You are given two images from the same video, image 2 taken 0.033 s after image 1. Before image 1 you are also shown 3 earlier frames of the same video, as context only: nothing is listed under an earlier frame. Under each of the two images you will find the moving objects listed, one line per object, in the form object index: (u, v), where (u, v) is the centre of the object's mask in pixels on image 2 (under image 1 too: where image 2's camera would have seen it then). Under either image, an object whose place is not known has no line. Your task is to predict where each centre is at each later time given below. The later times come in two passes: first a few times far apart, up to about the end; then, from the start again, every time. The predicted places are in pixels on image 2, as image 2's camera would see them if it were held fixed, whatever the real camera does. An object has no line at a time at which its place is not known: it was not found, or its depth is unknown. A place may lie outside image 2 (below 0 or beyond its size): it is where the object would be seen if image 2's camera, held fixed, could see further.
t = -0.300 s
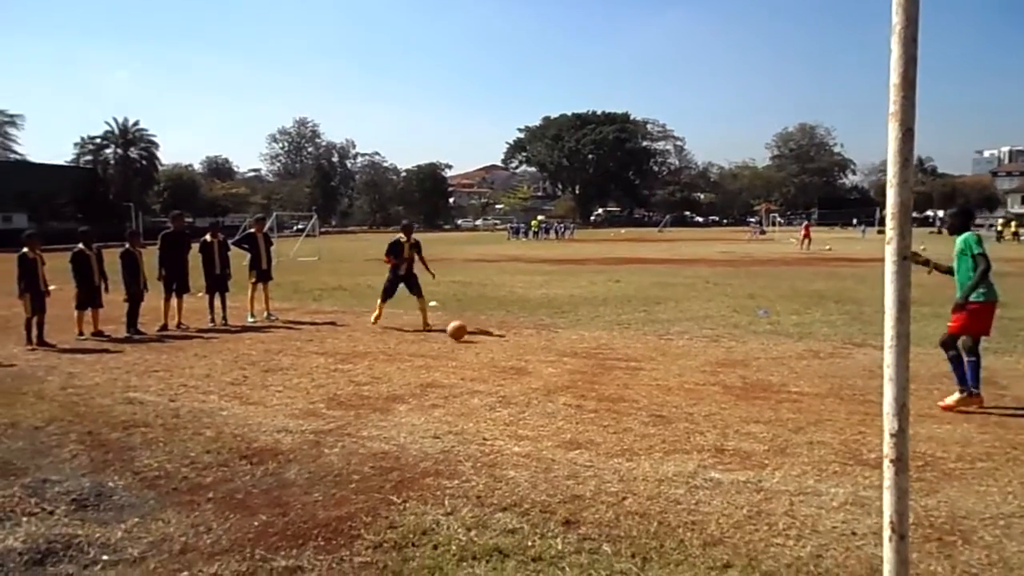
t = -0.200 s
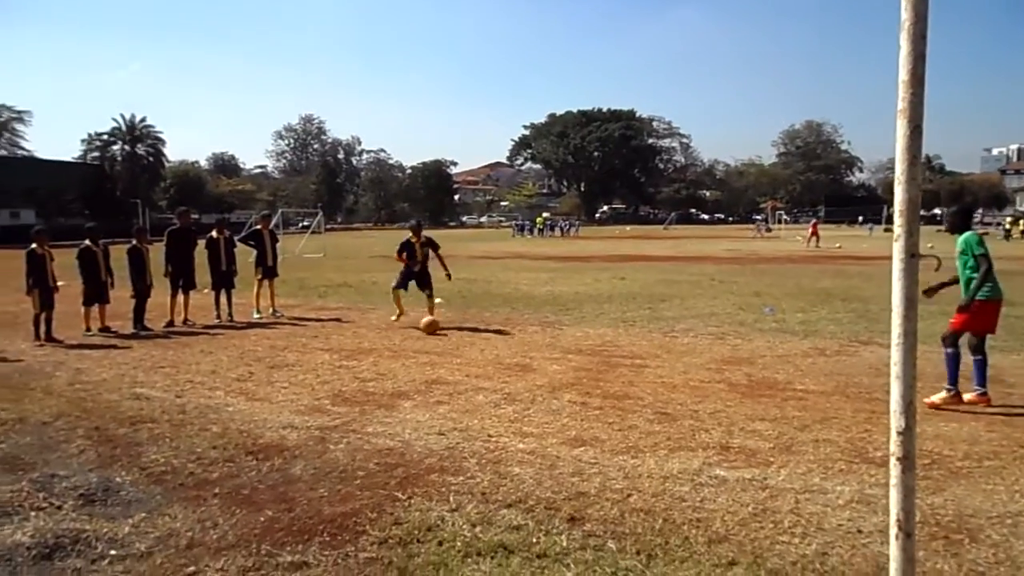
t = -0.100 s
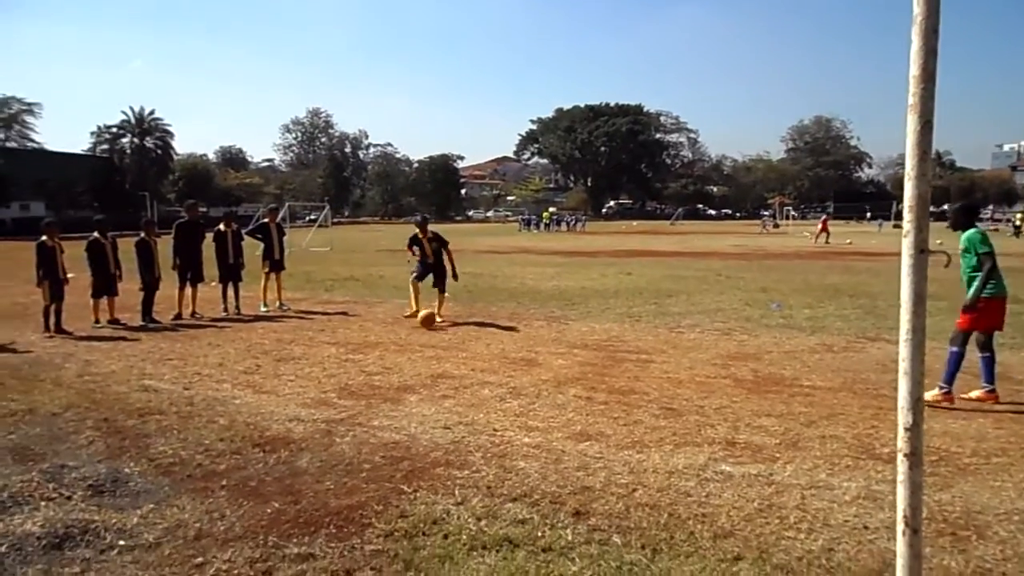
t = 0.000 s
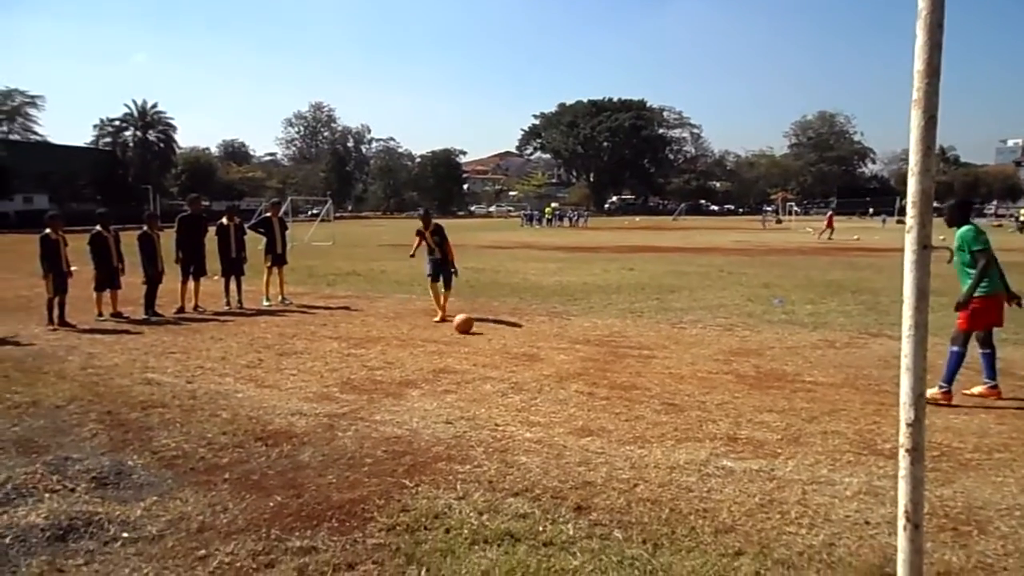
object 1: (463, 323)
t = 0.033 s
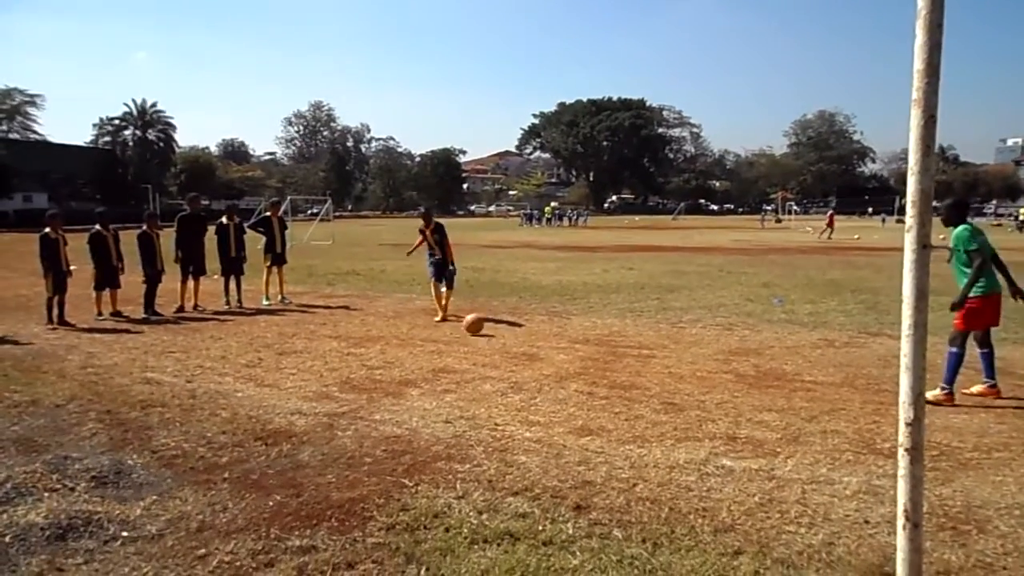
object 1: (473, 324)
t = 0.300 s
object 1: (563, 346)
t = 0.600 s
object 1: (658, 369)
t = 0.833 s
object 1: (759, 398)
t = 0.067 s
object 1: (484, 326)
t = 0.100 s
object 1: (496, 328)
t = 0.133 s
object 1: (508, 332)
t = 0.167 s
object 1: (519, 335)
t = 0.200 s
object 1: (529, 336)
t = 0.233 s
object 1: (540, 339)
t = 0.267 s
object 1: (551, 342)
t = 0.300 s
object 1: (563, 346)
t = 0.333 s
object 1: (573, 347)
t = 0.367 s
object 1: (582, 347)
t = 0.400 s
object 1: (591, 348)
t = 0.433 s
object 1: (601, 350)
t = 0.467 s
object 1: (611, 354)
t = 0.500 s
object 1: (622, 360)
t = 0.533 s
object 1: (634, 363)
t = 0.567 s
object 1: (645, 365)
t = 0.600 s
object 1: (658, 369)
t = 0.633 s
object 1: (670, 373)
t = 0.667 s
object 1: (684, 375)
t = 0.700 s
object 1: (698, 377)
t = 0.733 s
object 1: (712, 381)
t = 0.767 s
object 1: (727, 387)
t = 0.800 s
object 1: (743, 393)
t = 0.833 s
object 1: (759, 398)
